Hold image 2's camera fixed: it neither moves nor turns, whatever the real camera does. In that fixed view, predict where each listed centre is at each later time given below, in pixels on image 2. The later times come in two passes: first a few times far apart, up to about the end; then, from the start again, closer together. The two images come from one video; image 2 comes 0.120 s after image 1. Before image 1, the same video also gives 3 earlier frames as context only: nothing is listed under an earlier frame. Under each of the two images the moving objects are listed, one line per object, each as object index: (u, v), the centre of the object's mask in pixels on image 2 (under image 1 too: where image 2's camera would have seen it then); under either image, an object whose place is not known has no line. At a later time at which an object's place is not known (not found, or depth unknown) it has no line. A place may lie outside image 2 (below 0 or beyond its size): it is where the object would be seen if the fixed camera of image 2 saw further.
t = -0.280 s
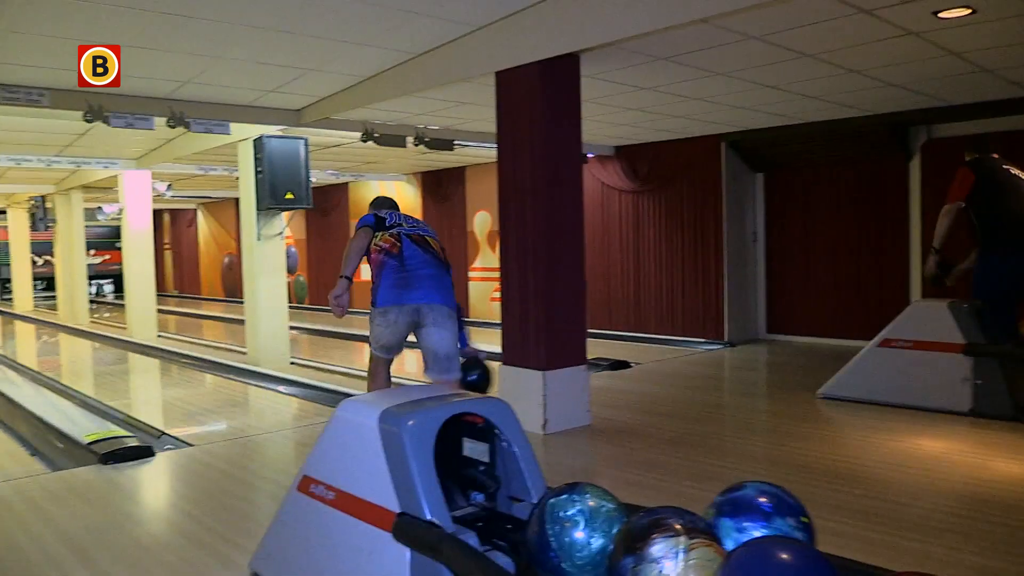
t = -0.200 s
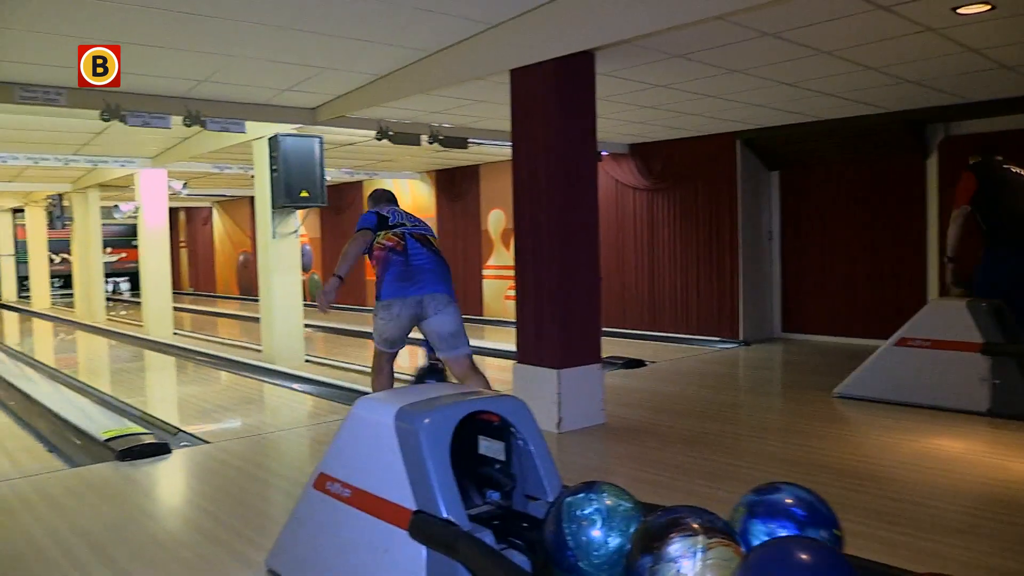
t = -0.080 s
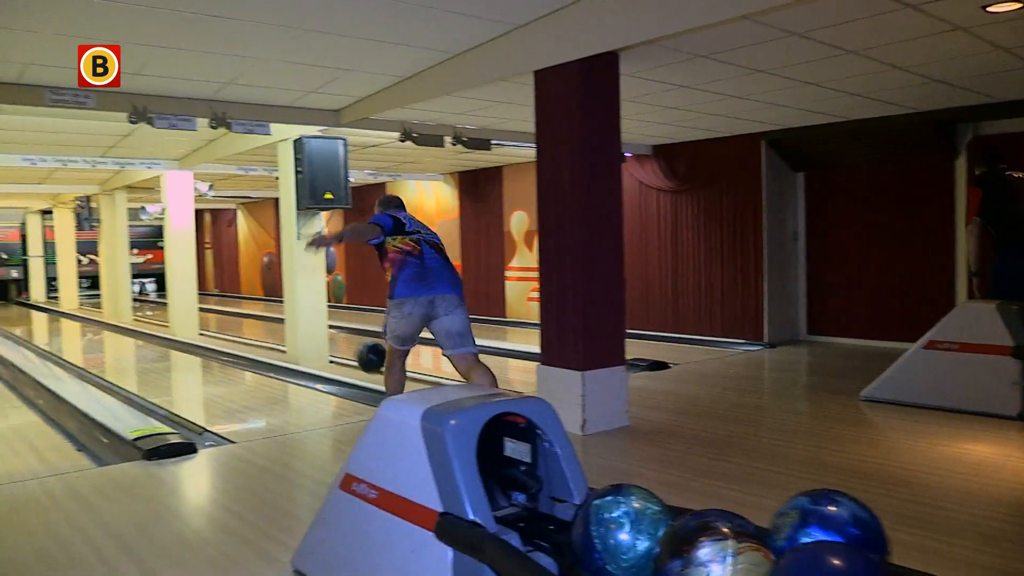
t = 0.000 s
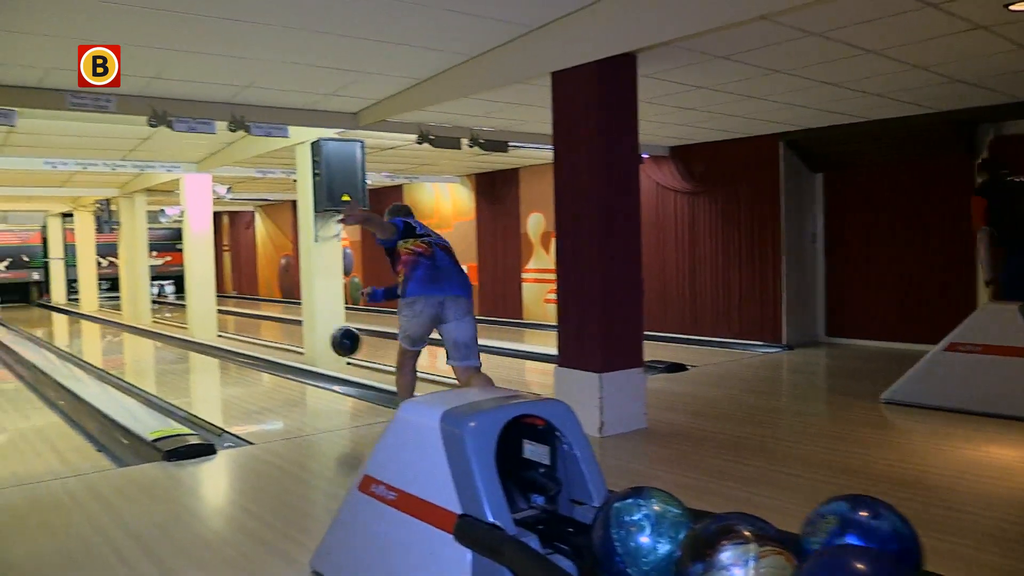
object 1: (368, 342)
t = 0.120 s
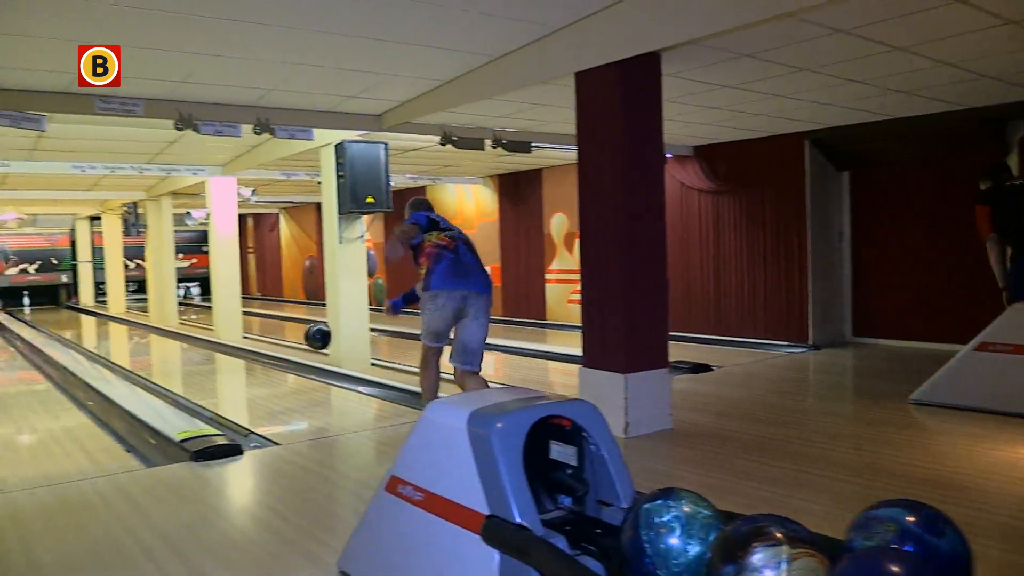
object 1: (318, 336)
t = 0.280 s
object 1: (267, 355)
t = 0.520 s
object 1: (212, 345)
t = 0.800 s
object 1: (167, 332)
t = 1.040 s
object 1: (136, 324)
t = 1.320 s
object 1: (106, 317)
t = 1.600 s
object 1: (84, 311)
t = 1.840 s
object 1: (68, 306)
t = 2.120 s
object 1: (52, 304)
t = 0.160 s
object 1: (304, 339)
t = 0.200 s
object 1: (291, 343)
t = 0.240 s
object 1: (279, 348)
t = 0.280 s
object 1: (267, 355)
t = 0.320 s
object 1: (257, 358)
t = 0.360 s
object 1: (246, 353)
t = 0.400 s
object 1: (237, 351)
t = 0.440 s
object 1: (229, 350)
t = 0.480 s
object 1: (220, 347)
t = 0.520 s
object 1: (212, 345)
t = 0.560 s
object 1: (205, 343)
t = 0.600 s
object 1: (198, 341)
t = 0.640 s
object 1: (191, 339)
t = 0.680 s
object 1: (185, 337)
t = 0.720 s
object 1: (178, 336)
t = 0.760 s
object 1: (172, 334)
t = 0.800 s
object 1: (167, 332)
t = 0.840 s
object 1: (161, 331)
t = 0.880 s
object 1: (156, 330)
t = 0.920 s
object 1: (151, 328)
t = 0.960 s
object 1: (146, 327)
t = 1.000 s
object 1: (141, 326)
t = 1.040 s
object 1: (136, 324)
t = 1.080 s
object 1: (131, 323)
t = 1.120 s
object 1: (127, 322)
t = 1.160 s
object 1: (123, 321)
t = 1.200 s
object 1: (119, 320)
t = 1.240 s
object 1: (114, 318)
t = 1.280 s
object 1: (111, 318)
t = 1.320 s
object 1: (106, 317)
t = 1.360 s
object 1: (103, 316)
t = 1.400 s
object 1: (100, 315)
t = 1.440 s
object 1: (96, 314)
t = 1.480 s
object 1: (93, 313)
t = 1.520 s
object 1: (90, 313)
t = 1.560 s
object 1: (87, 312)
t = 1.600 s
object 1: (84, 311)
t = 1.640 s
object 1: (81, 310)
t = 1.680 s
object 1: (78, 310)
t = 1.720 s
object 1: (76, 309)
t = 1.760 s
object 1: (72, 308)
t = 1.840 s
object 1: (68, 306)
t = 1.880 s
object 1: (66, 306)
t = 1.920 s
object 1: (63, 306)
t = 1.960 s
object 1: (61, 305)
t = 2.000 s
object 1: (58, 305)
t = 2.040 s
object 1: (57, 304)
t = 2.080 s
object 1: (55, 305)
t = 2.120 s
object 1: (52, 304)
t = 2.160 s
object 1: (50, 304)
